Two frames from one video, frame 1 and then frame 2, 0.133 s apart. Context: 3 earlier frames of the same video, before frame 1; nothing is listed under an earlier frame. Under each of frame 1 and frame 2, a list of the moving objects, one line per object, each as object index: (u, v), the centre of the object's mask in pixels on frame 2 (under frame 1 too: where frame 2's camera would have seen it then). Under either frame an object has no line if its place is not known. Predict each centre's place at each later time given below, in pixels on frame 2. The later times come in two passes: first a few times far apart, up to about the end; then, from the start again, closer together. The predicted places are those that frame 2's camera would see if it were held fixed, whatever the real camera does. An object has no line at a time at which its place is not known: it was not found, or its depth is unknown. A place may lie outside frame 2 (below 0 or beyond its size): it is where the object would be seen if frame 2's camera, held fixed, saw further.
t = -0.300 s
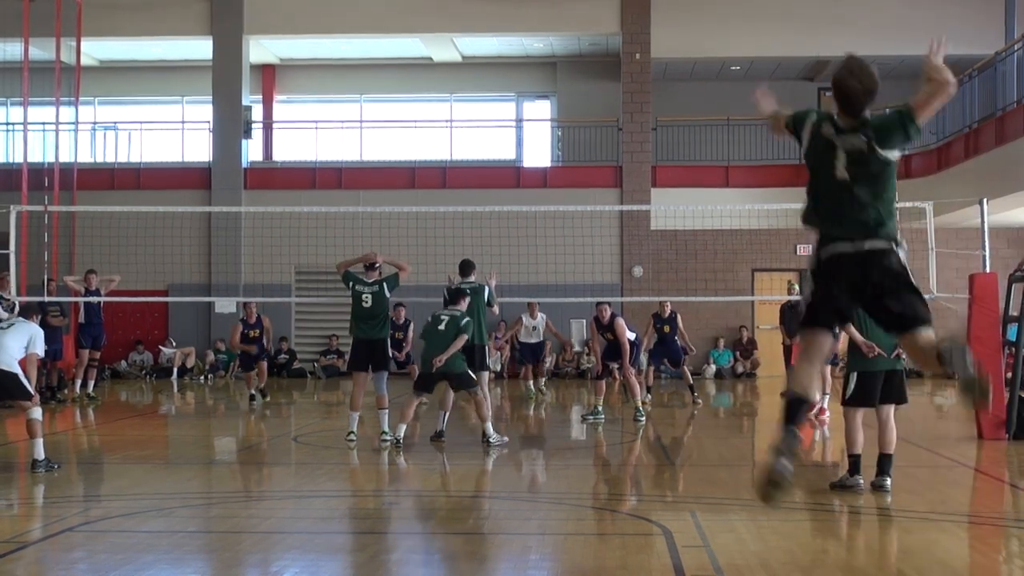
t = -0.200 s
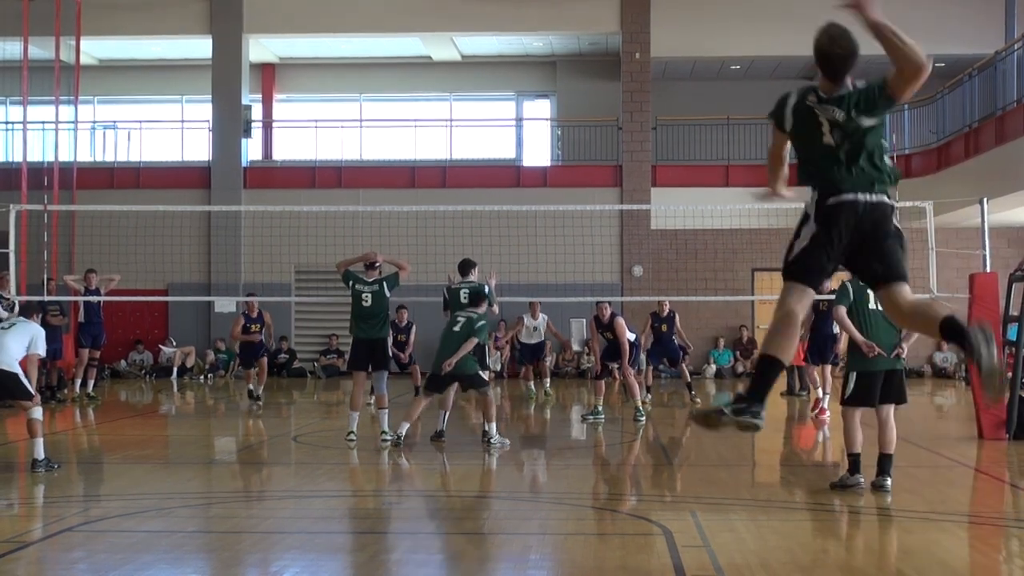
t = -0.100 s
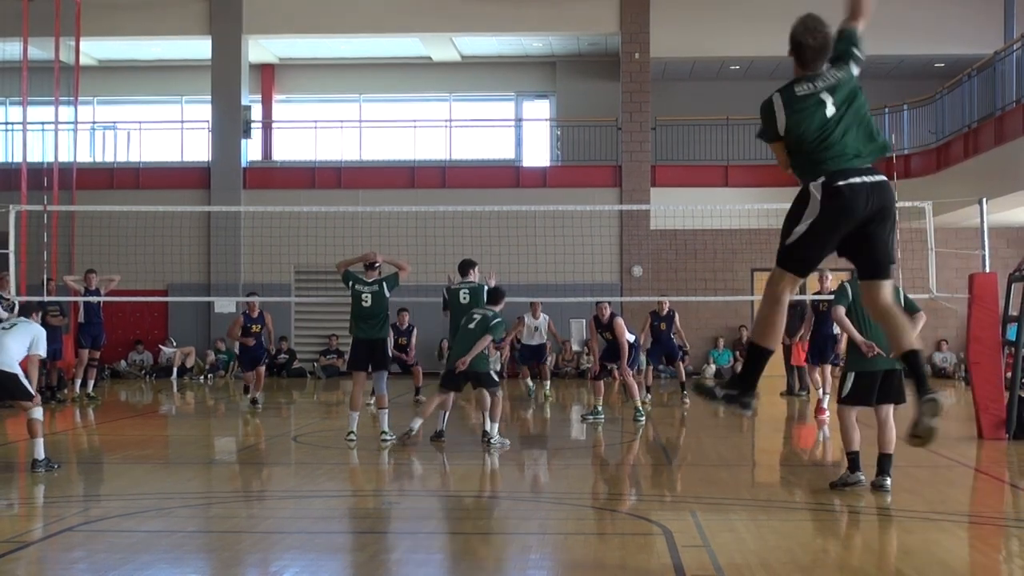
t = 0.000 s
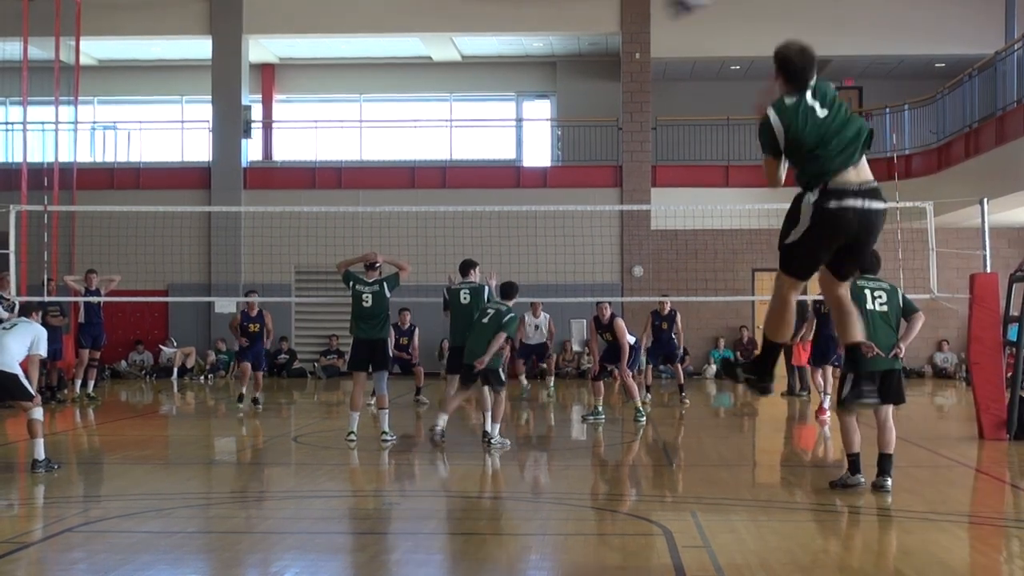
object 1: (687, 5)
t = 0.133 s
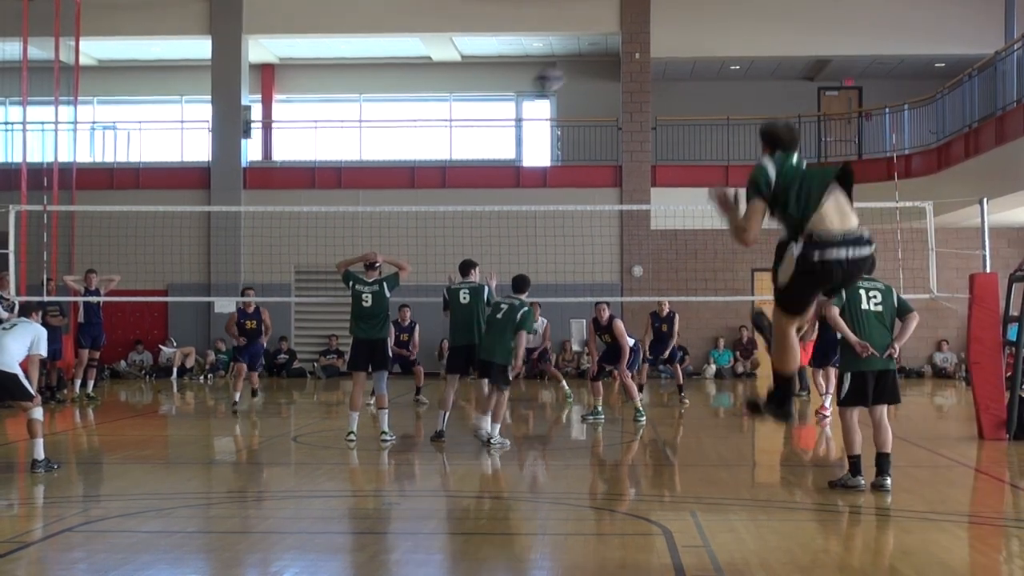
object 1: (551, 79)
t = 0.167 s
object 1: (523, 99)
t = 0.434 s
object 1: (395, 243)
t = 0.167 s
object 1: (523, 99)
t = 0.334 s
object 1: (433, 192)
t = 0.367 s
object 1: (417, 210)
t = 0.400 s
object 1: (406, 226)
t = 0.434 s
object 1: (395, 243)
